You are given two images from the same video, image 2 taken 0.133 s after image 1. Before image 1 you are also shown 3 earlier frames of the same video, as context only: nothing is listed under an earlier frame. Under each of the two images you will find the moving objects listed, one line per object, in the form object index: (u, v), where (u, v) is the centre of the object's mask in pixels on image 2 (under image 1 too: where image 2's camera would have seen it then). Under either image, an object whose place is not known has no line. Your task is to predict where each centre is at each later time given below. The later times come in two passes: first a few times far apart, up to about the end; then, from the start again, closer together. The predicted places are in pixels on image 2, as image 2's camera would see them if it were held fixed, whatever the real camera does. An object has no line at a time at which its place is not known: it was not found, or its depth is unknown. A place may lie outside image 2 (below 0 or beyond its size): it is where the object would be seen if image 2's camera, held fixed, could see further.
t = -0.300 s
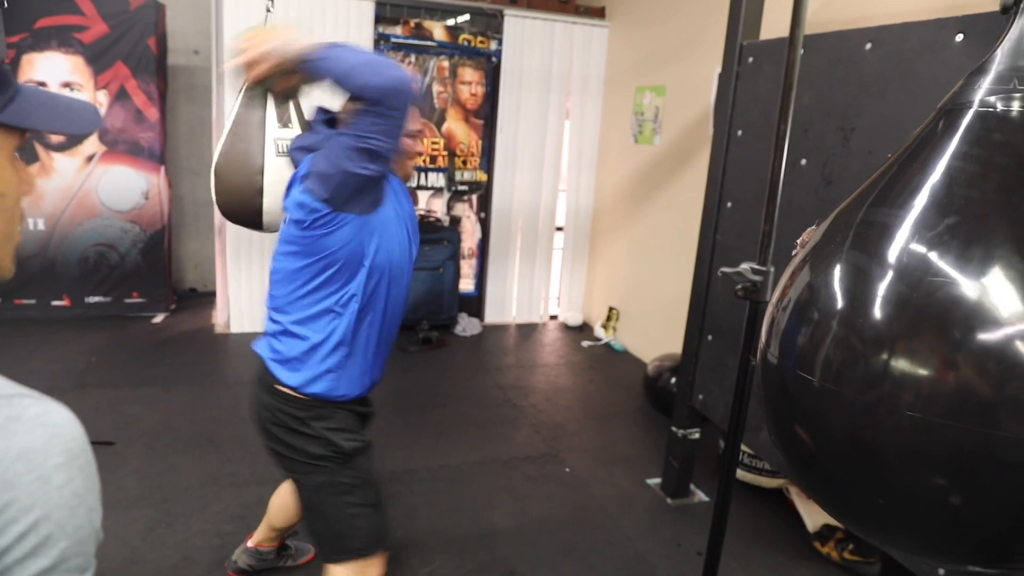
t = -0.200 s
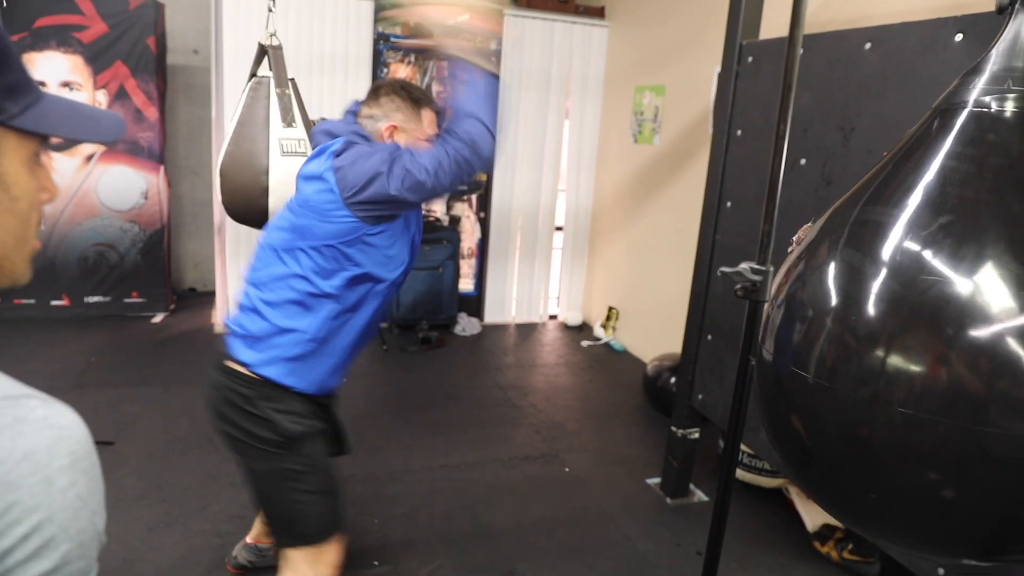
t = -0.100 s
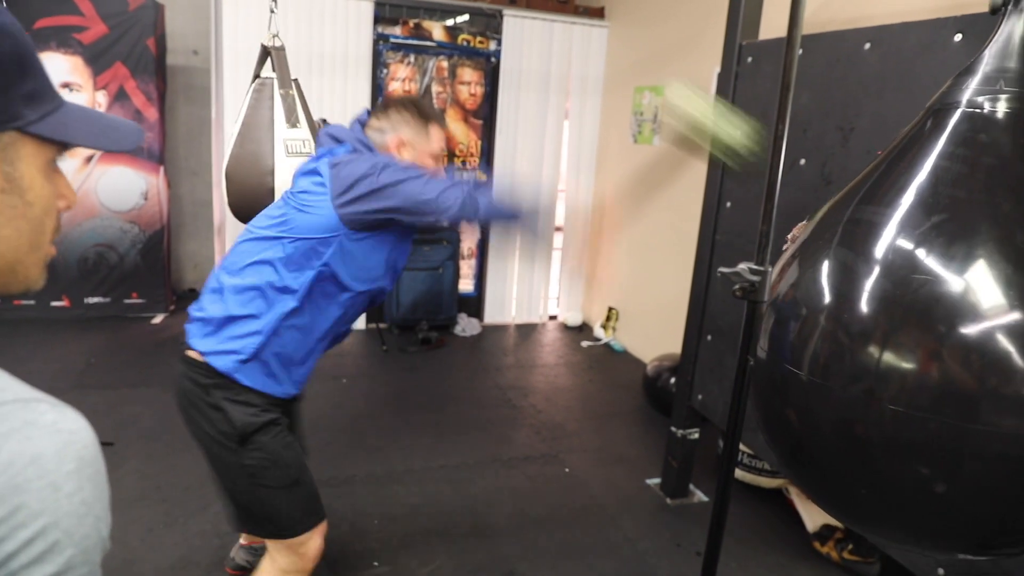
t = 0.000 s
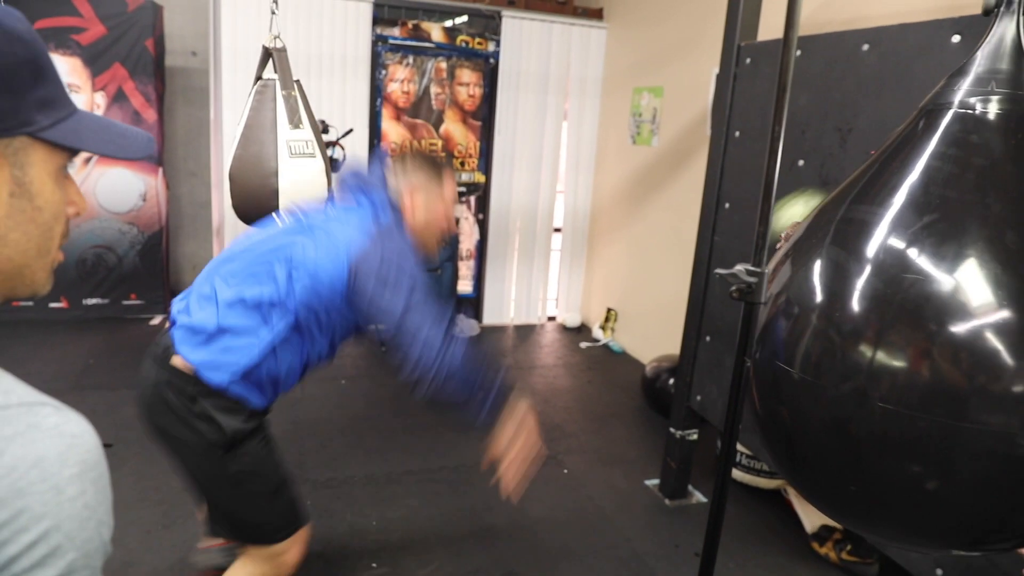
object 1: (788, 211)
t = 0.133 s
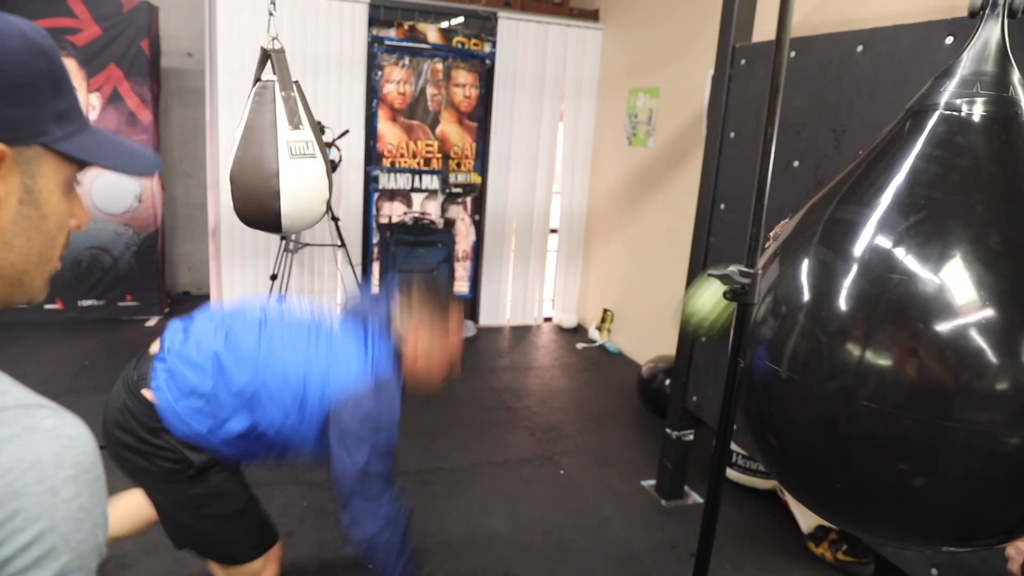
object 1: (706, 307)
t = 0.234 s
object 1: (642, 400)
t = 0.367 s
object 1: (552, 556)
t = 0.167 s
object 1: (692, 330)
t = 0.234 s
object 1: (642, 400)
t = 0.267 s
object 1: (617, 438)
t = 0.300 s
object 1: (592, 482)
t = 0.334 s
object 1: (571, 524)
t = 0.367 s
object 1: (552, 556)
